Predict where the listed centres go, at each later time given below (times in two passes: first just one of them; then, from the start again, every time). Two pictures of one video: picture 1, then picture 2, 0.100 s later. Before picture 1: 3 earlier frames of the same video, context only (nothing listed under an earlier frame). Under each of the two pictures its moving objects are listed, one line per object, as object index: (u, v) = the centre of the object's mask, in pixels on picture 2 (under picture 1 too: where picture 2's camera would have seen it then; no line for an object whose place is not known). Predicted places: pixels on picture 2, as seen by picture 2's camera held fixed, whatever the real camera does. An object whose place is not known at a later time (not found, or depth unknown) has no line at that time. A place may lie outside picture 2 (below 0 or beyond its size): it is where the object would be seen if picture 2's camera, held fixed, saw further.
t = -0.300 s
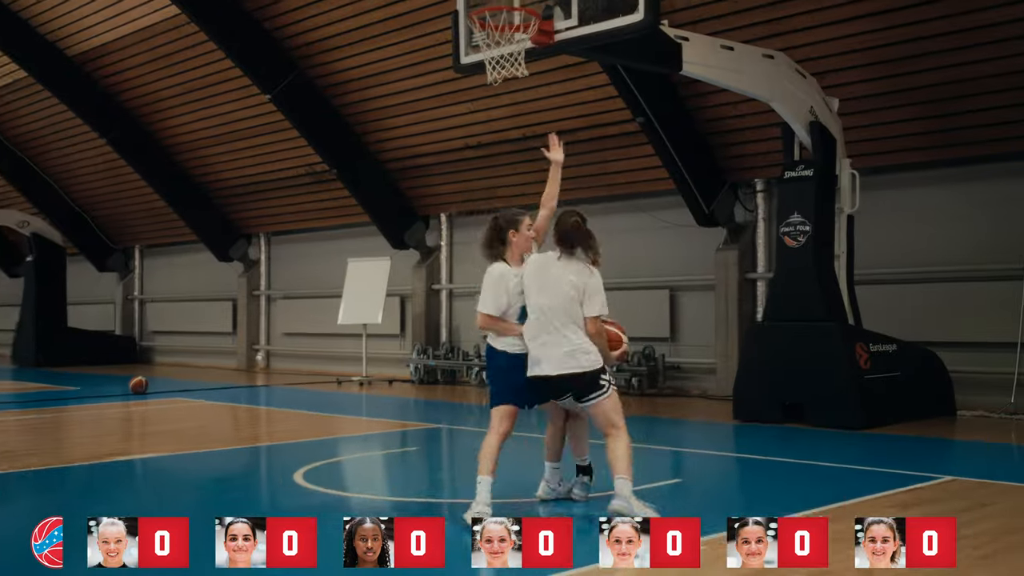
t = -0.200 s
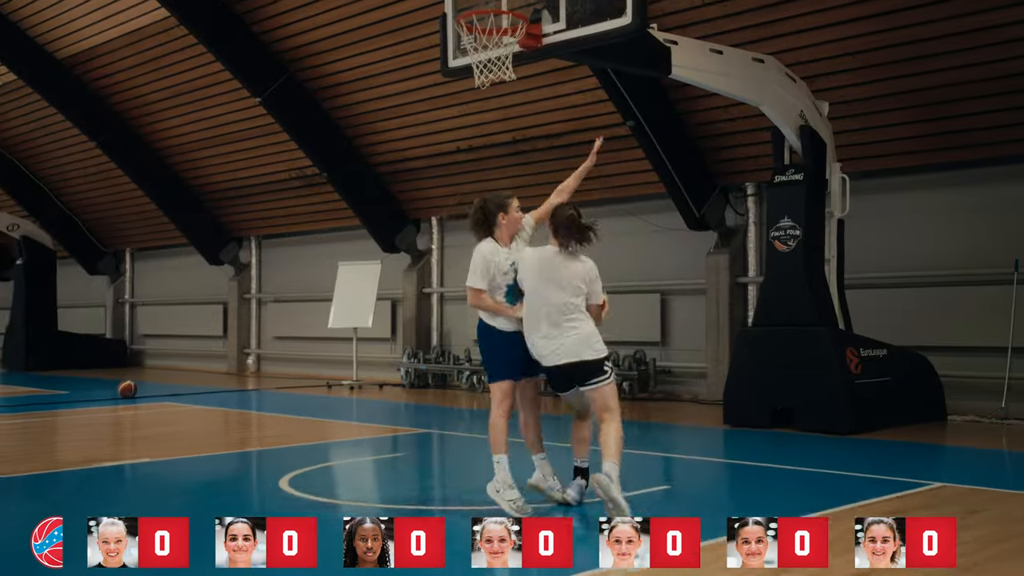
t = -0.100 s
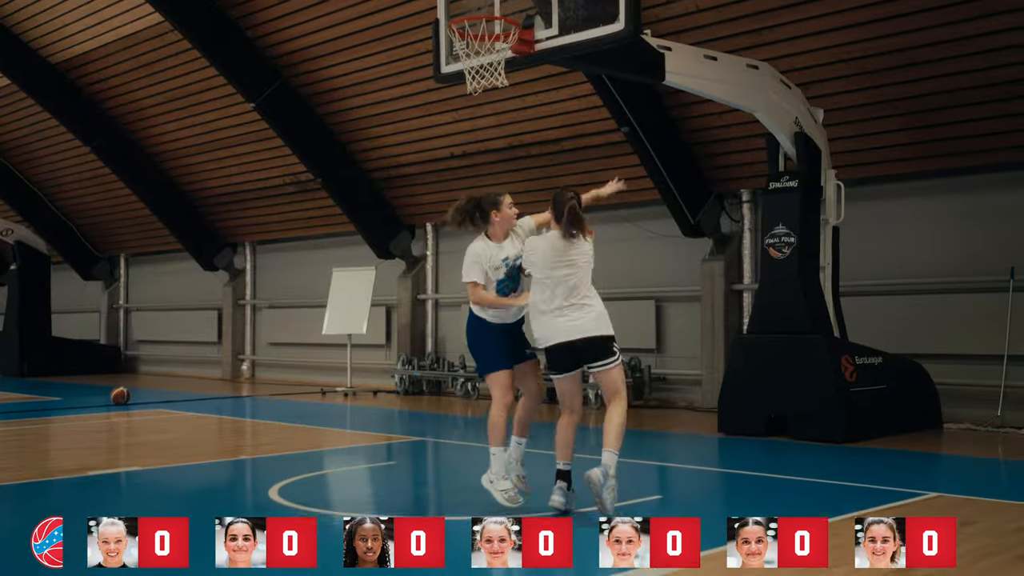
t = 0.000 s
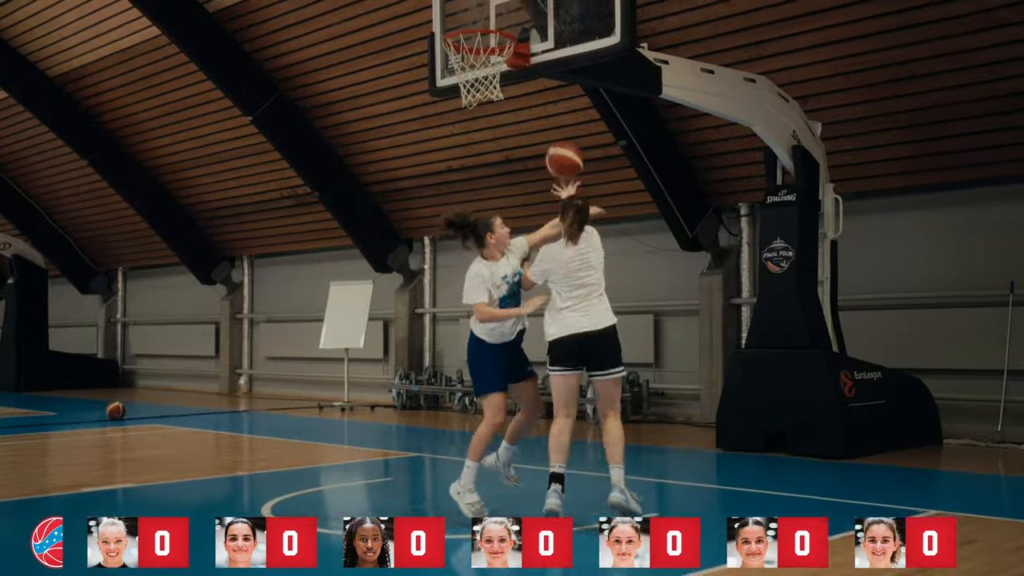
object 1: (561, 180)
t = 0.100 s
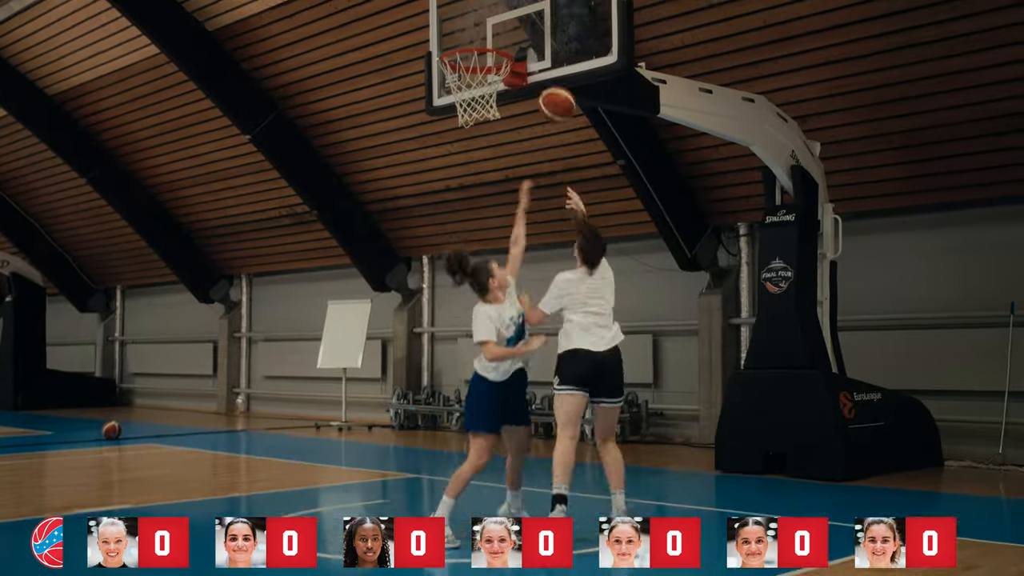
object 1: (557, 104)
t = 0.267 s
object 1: (549, 18)
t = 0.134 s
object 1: (556, 83)
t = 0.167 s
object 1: (554, 64)
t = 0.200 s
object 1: (552, 47)
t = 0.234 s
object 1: (550, 32)
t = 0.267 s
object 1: (549, 18)
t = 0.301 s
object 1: (548, 7)
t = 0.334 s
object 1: (546, -4)
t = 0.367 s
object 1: (542, -11)
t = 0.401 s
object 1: (537, -16)
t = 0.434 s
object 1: (533, -20)
